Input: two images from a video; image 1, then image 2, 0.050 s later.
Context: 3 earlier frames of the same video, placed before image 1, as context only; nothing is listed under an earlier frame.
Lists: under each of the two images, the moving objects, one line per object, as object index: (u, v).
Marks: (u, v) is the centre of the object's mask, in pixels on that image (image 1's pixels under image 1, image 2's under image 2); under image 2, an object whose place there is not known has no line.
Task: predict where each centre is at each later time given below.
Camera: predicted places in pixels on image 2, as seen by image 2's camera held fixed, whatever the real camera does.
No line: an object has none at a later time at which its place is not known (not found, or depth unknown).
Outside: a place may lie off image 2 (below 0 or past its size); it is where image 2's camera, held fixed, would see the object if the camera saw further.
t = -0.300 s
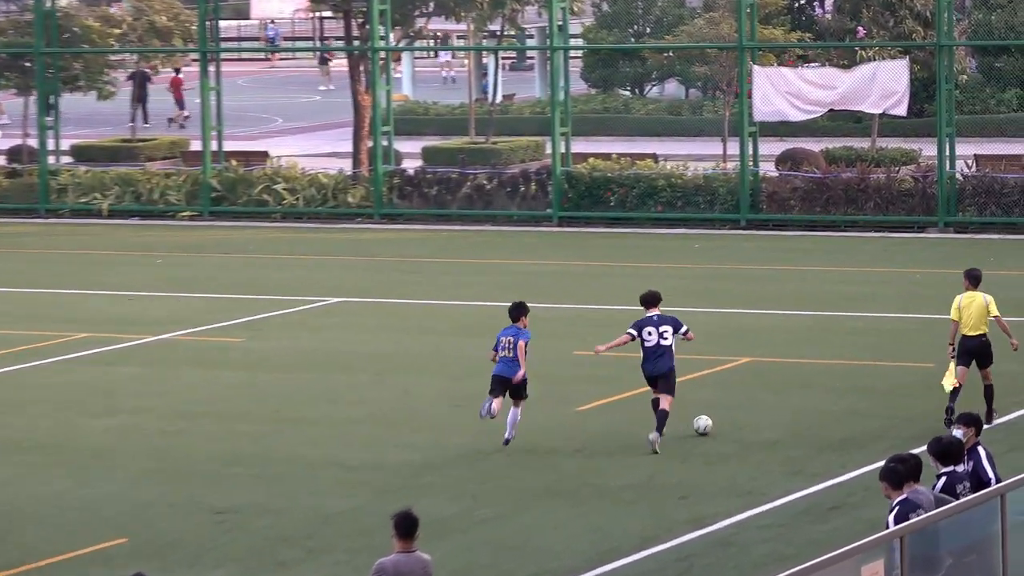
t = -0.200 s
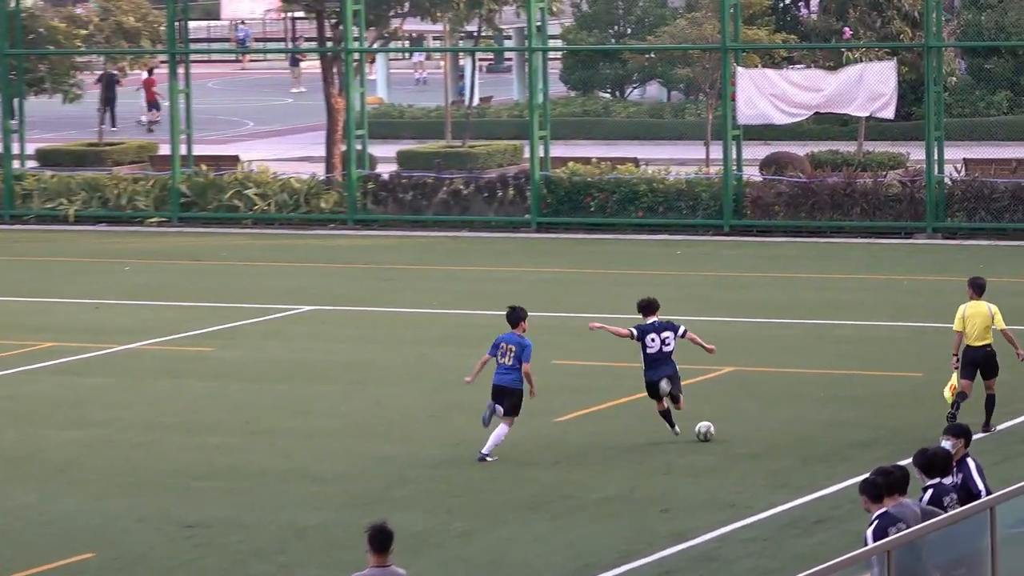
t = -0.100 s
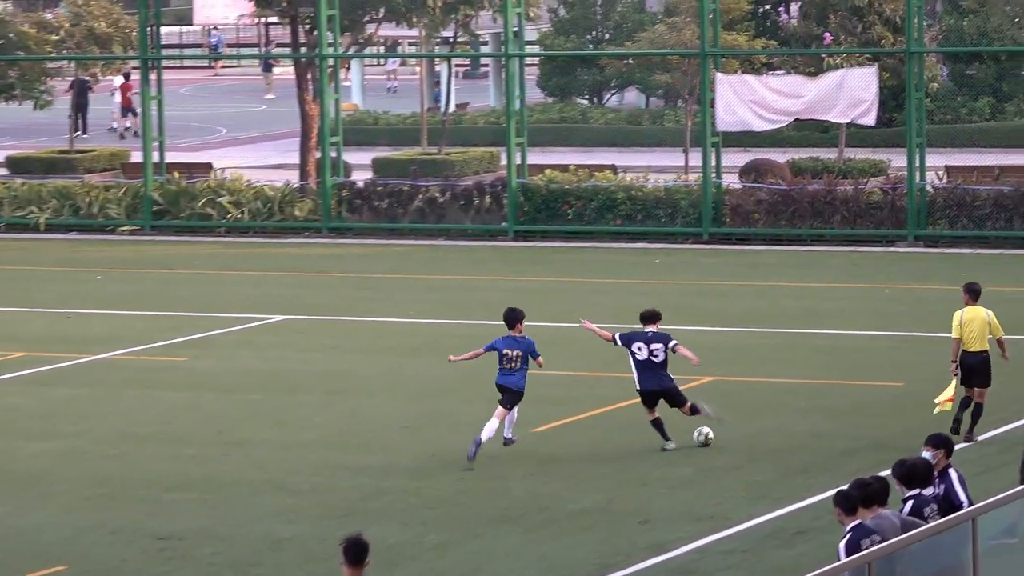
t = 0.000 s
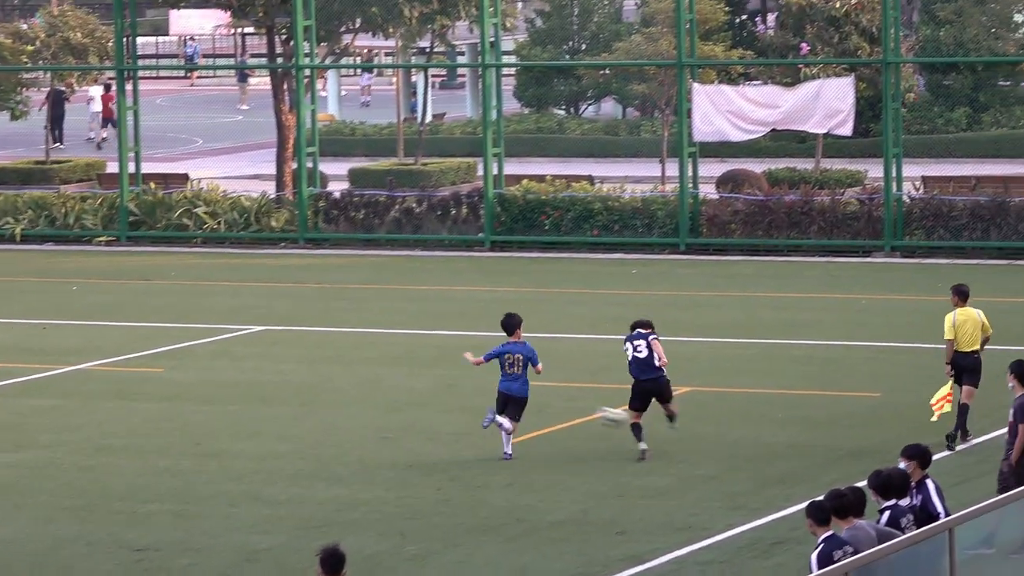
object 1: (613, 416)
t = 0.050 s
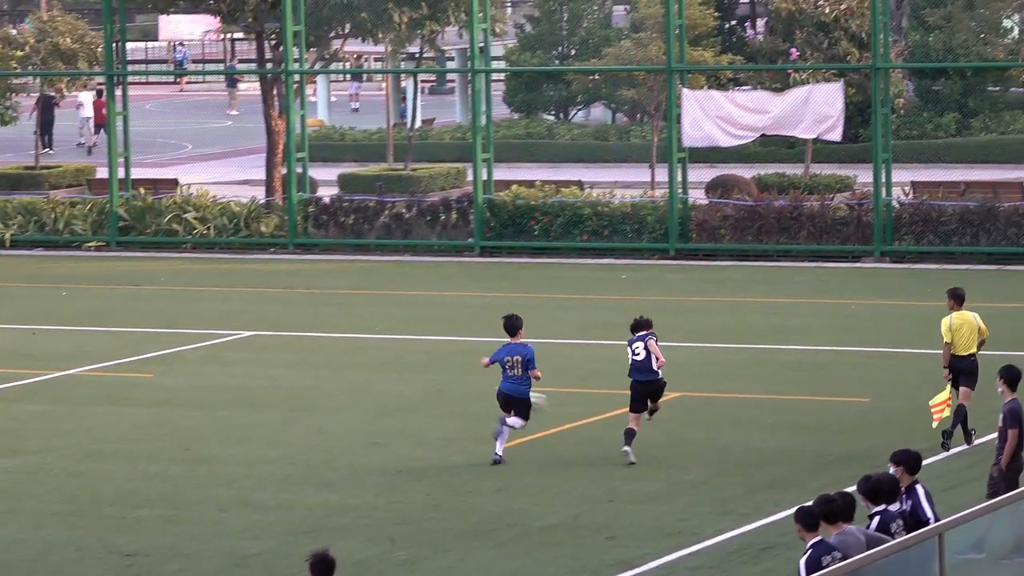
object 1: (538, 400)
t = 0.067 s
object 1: (497, 389)
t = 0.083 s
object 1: (487, 387)
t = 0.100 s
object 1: (466, 381)
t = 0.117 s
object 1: (443, 376)
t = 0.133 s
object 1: (421, 371)
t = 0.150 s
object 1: (399, 365)
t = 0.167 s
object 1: (377, 360)
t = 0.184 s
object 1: (355, 356)
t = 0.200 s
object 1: (335, 352)
